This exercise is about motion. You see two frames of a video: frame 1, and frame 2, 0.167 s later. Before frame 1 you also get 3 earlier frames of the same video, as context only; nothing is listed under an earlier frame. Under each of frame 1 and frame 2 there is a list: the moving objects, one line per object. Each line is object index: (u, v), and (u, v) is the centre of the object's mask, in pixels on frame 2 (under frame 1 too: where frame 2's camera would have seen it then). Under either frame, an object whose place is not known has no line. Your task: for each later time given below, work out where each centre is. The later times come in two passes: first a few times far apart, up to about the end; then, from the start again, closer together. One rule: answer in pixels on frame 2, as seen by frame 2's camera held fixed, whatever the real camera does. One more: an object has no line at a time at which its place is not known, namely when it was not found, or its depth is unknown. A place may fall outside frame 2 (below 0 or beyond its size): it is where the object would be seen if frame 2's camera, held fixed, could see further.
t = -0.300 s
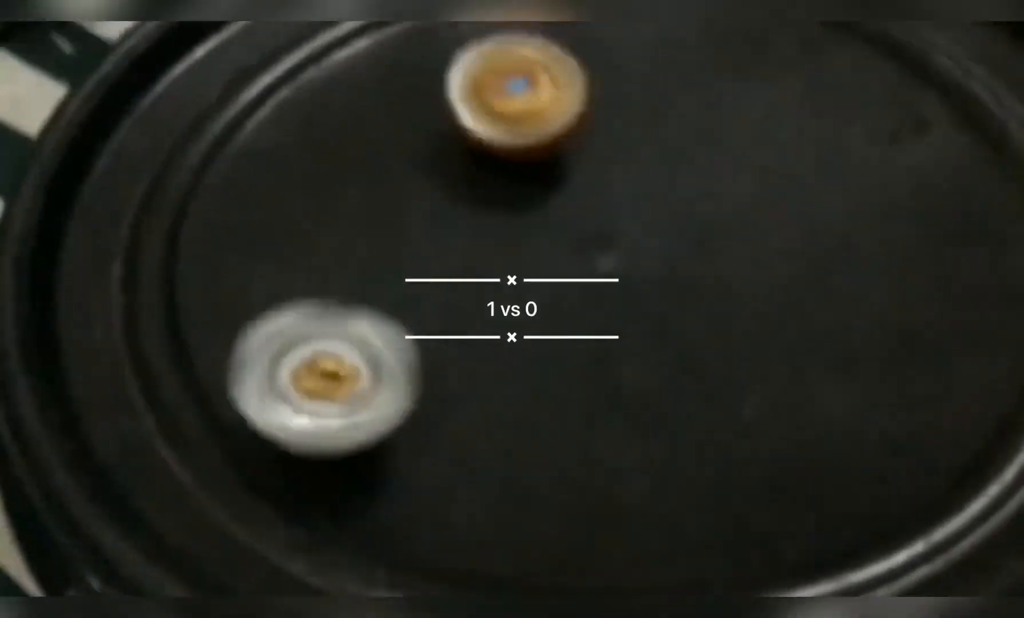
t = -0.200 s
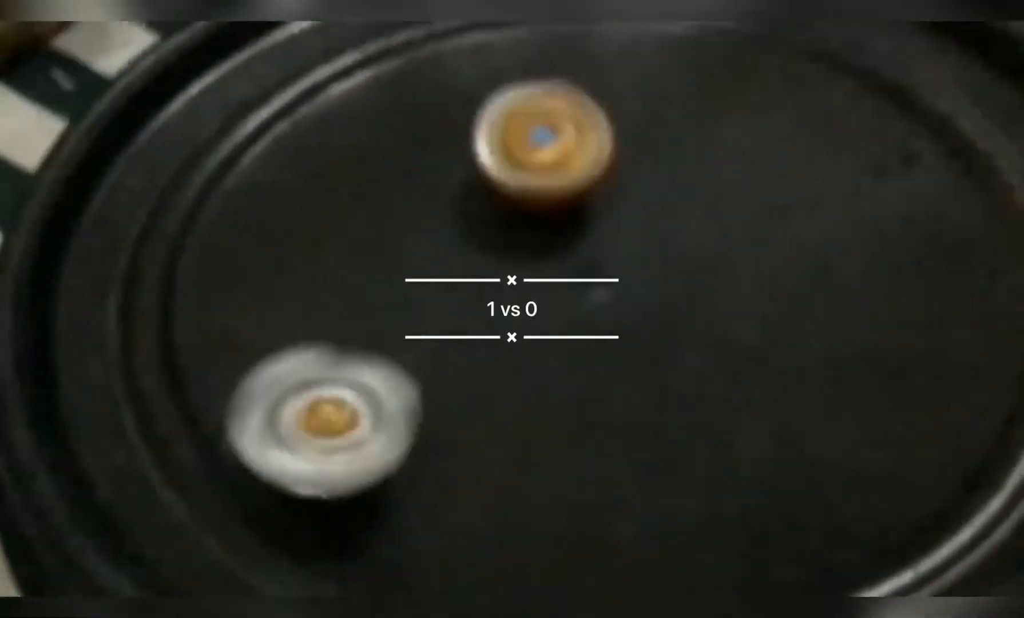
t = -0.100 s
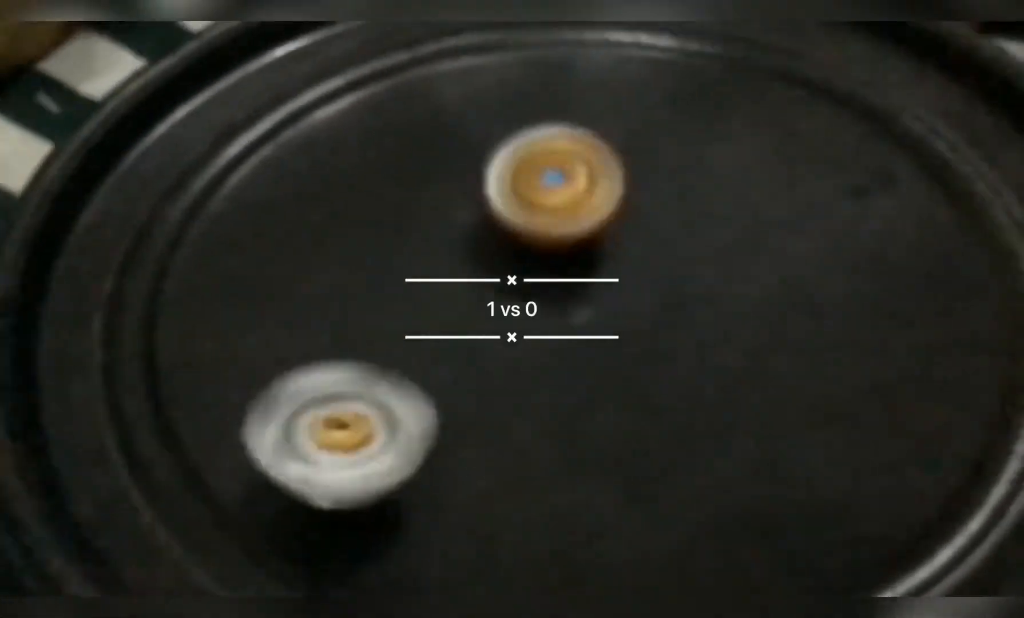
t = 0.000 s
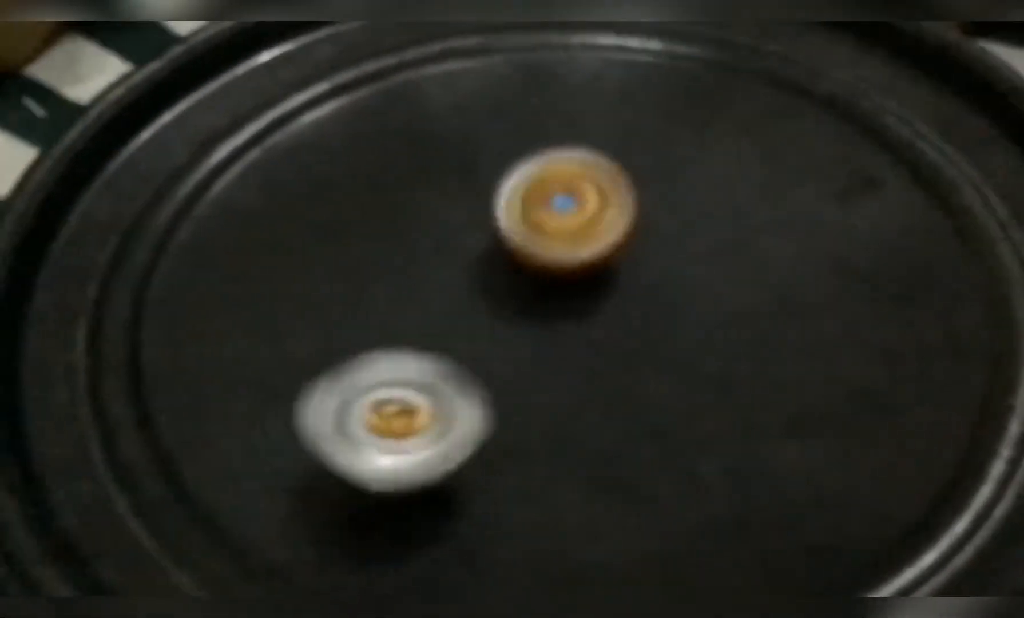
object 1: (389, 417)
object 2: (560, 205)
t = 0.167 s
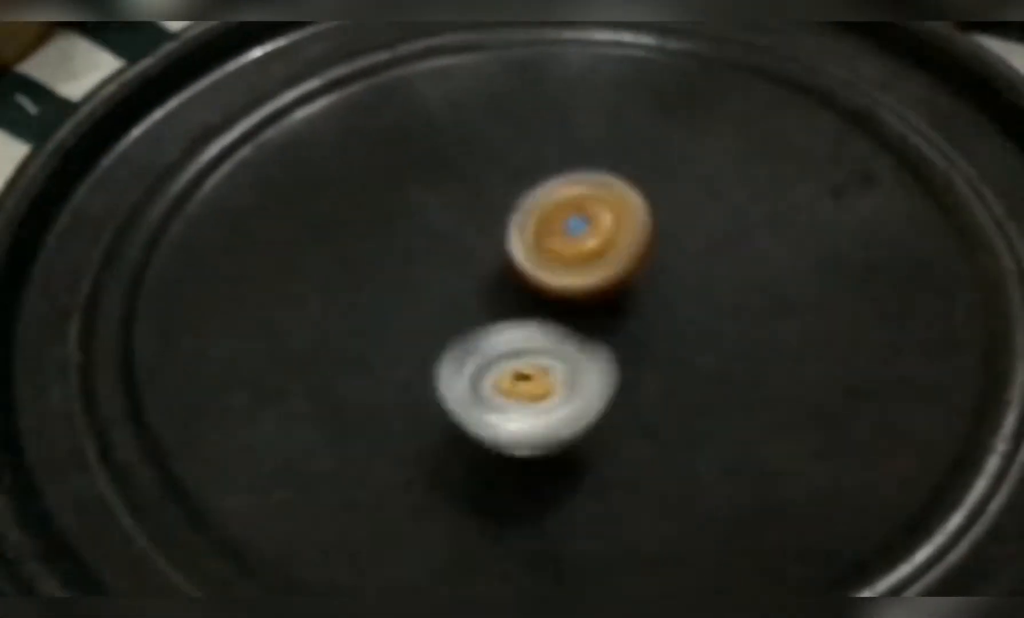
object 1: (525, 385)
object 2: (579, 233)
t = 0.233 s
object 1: (573, 368)
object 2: (584, 241)
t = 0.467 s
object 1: (747, 359)
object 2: (568, 248)
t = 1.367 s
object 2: (428, 207)
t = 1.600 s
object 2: (400, 184)
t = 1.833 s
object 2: (406, 158)
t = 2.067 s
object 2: (426, 133)
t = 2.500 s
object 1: (495, 281)
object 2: (493, 141)
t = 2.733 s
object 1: (482, 278)
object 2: (564, 169)
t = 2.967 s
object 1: (403, 393)
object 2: (638, 172)
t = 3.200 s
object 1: (346, 475)
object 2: (608, 215)
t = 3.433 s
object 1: (360, 416)
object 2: (551, 252)
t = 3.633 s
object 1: (376, 329)
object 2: (599, 277)
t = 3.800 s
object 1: (283, 251)
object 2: (667, 264)
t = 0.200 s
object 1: (550, 377)
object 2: (582, 238)
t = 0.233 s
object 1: (573, 368)
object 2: (584, 241)
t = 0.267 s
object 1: (598, 361)
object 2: (584, 244)
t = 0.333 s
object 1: (650, 349)
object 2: (578, 248)
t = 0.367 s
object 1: (675, 350)
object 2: (576, 249)
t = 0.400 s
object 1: (697, 353)
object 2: (572, 248)
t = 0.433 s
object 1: (722, 356)
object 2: (569, 248)
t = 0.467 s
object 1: (747, 359)
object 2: (568, 248)
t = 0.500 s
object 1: (767, 363)
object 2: (565, 249)
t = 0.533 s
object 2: (564, 251)
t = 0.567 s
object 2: (565, 252)
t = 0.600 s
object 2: (565, 254)
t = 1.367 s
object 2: (428, 207)
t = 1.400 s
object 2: (421, 204)
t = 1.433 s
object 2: (417, 200)
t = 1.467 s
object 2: (413, 198)
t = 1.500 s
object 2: (409, 195)
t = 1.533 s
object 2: (406, 191)
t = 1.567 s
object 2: (404, 187)
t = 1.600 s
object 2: (400, 184)
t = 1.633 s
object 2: (399, 180)
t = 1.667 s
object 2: (398, 176)
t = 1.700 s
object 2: (399, 172)
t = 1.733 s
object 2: (400, 169)
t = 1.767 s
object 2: (402, 165)
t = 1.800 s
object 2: (405, 161)
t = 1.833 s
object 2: (406, 158)
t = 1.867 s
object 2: (409, 156)
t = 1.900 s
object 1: (580, 199)
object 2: (412, 152)
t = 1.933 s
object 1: (570, 199)
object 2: (416, 149)
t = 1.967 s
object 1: (558, 199)
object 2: (421, 147)
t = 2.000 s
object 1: (548, 200)
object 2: (424, 145)
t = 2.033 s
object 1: (540, 202)
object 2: (427, 141)
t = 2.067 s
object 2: (426, 133)
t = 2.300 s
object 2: (446, 121)
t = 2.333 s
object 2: (452, 123)
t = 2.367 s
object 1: (510, 282)
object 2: (461, 126)
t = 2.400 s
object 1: (506, 283)
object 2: (469, 129)
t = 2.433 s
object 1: (502, 283)
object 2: (476, 131)
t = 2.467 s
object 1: (497, 284)
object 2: (485, 136)
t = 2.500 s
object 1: (495, 281)
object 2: (493, 141)
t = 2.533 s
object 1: (494, 279)
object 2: (502, 145)
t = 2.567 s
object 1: (492, 277)
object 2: (512, 152)
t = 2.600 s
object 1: (490, 274)
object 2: (520, 155)
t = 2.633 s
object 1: (490, 271)
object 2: (529, 159)
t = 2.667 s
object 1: (492, 267)
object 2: (539, 166)
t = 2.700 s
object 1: (495, 263)
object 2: (550, 169)
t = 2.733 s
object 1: (482, 278)
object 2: (564, 169)
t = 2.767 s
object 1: (467, 299)
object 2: (586, 164)
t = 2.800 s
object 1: (454, 316)
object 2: (601, 159)
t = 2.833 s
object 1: (440, 331)
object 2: (613, 159)
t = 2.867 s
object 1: (430, 346)
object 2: (623, 160)
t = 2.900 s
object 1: (420, 361)
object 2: (630, 164)
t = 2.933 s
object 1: (412, 376)
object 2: (635, 168)
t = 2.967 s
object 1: (403, 393)
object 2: (638, 172)
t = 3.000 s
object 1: (396, 408)
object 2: (638, 177)
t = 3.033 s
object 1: (390, 424)
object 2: (637, 185)
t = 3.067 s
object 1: (380, 439)
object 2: (633, 191)
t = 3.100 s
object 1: (370, 452)
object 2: (628, 196)
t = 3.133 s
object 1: (363, 463)
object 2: (622, 203)
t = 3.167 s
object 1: (355, 470)
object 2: (614, 208)
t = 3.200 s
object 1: (346, 475)
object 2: (608, 215)
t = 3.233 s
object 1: (340, 475)
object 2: (598, 221)
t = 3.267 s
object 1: (338, 471)
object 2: (590, 228)
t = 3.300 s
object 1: (334, 465)
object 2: (581, 234)
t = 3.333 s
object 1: (332, 458)
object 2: (571, 239)
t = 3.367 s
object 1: (336, 447)
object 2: (563, 245)
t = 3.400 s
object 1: (345, 432)
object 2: (556, 249)
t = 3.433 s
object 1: (360, 416)
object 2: (551, 252)
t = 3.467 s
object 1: (376, 399)
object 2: (550, 255)
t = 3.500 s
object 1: (391, 383)
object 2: (549, 258)
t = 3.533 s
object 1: (408, 368)
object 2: (549, 265)
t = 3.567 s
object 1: (425, 353)
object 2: (548, 272)
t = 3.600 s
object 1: (413, 342)
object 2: (565, 274)
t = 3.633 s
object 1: (376, 329)
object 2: (599, 277)
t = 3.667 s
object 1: (346, 315)
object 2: (628, 273)
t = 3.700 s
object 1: (325, 299)
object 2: (649, 270)
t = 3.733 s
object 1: (308, 283)
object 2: (662, 268)
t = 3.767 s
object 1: (294, 268)
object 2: (668, 265)
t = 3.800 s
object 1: (283, 251)
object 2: (667, 264)
